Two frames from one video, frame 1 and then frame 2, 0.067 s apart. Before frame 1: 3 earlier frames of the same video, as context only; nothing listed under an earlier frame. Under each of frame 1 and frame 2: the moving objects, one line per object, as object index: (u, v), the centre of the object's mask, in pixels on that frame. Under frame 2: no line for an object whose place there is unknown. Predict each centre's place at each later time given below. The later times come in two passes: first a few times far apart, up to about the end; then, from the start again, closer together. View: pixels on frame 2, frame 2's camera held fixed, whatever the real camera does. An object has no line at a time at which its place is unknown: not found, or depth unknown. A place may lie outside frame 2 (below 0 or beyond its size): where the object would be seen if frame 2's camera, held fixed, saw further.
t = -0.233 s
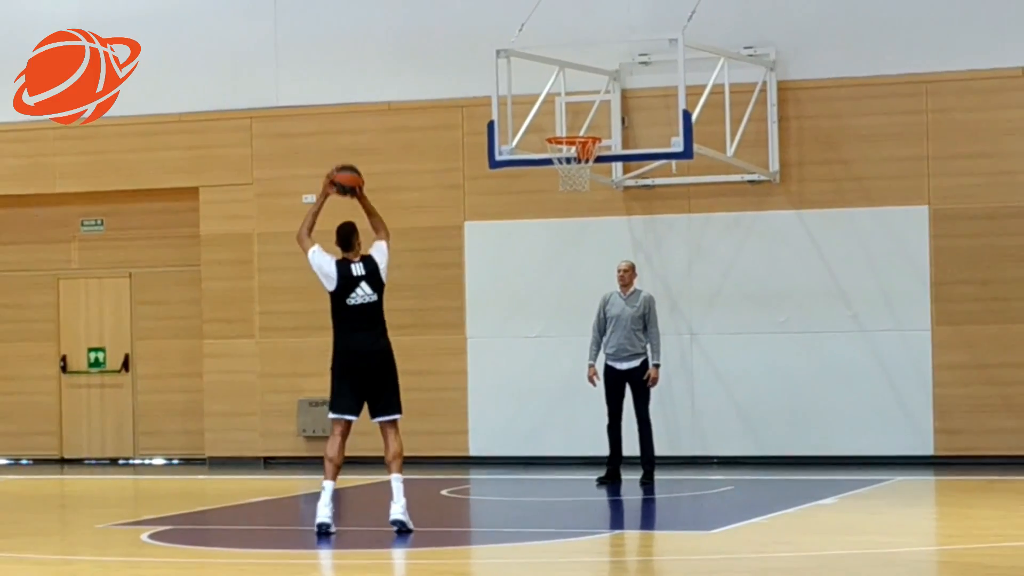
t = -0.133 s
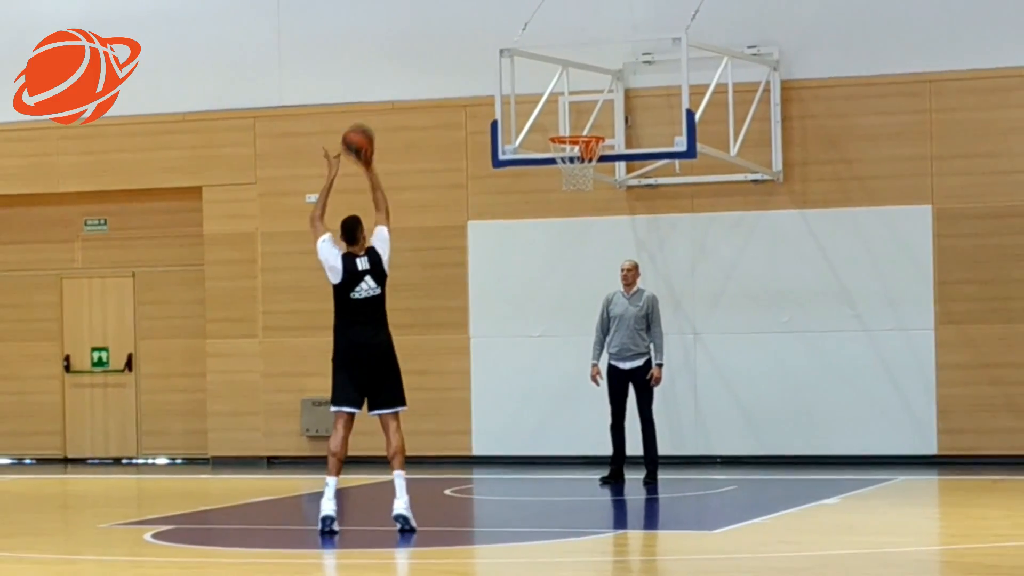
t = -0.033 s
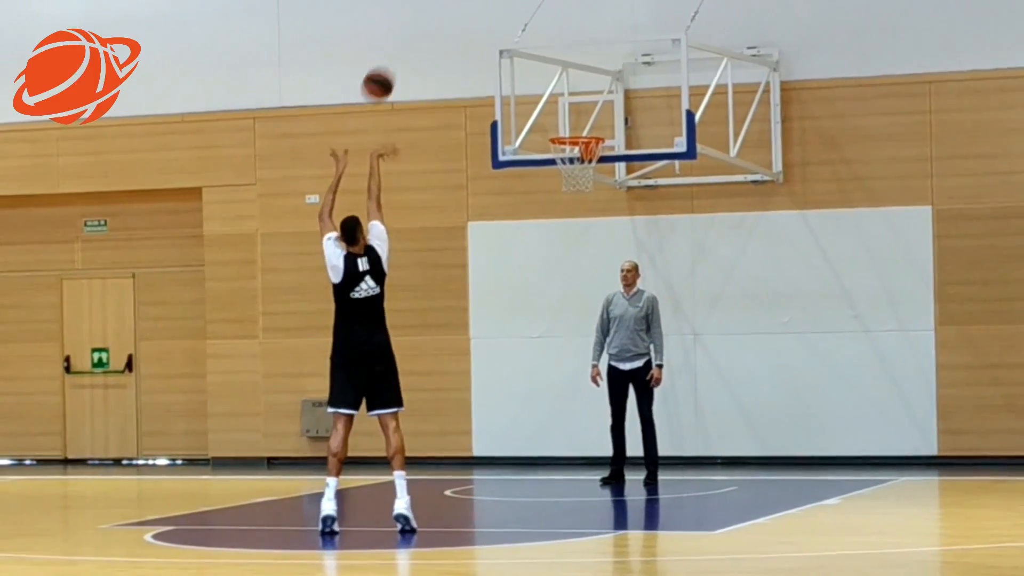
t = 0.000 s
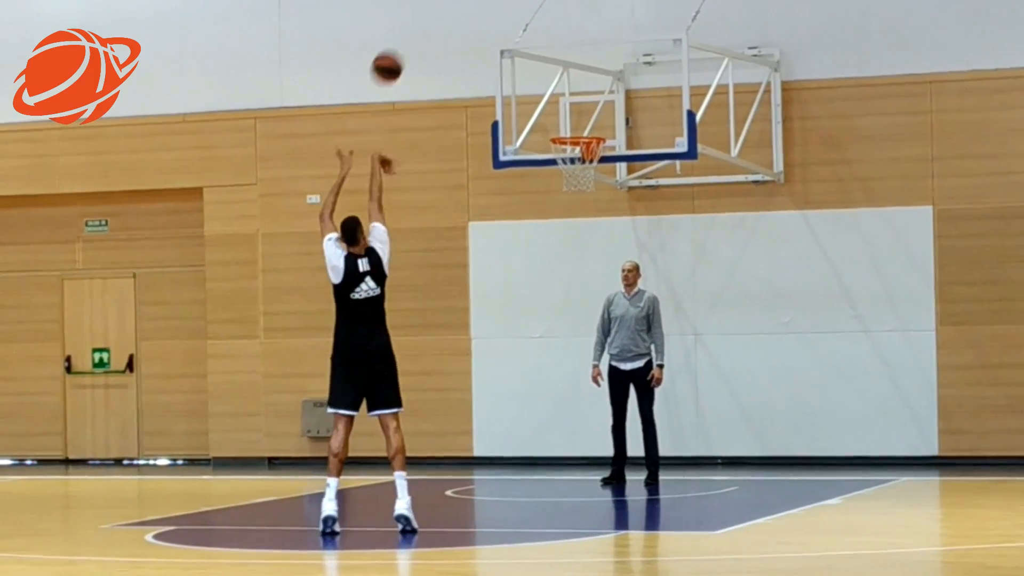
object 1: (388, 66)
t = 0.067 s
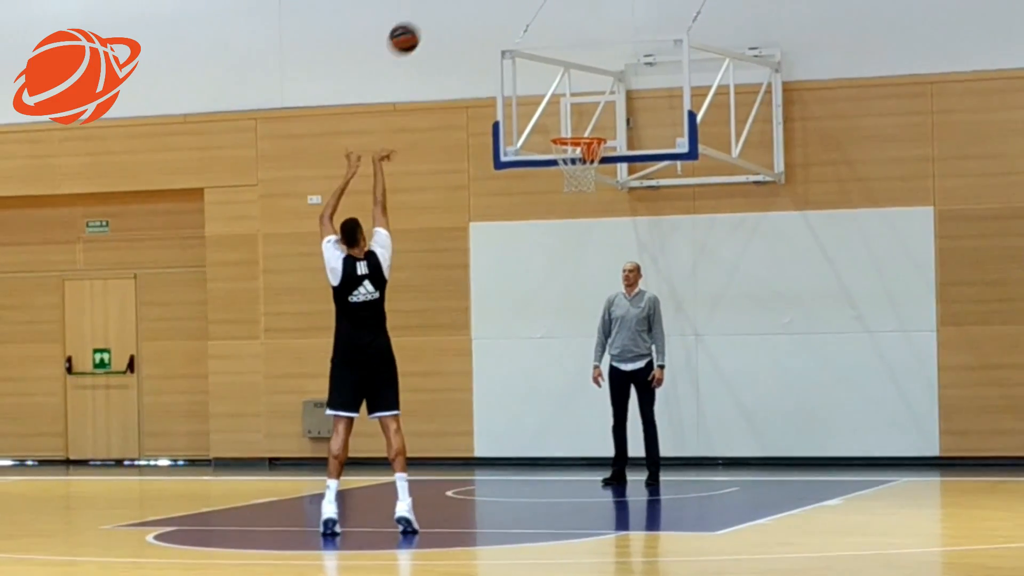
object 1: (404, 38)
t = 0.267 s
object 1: (450, -1)
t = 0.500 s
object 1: (500, 0)
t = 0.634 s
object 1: (526, 20)
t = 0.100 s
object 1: (412, 26)
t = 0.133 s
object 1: (419, 15)
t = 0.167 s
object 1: (427, 9)
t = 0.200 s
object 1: (435, 5)
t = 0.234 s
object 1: (442, 2)
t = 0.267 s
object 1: (450, -1)
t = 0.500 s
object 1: (500, 0)
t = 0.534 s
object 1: (506, 2)
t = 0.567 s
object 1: (513, 6)
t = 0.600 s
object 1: (520, 11)
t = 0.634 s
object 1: (526, 20)
